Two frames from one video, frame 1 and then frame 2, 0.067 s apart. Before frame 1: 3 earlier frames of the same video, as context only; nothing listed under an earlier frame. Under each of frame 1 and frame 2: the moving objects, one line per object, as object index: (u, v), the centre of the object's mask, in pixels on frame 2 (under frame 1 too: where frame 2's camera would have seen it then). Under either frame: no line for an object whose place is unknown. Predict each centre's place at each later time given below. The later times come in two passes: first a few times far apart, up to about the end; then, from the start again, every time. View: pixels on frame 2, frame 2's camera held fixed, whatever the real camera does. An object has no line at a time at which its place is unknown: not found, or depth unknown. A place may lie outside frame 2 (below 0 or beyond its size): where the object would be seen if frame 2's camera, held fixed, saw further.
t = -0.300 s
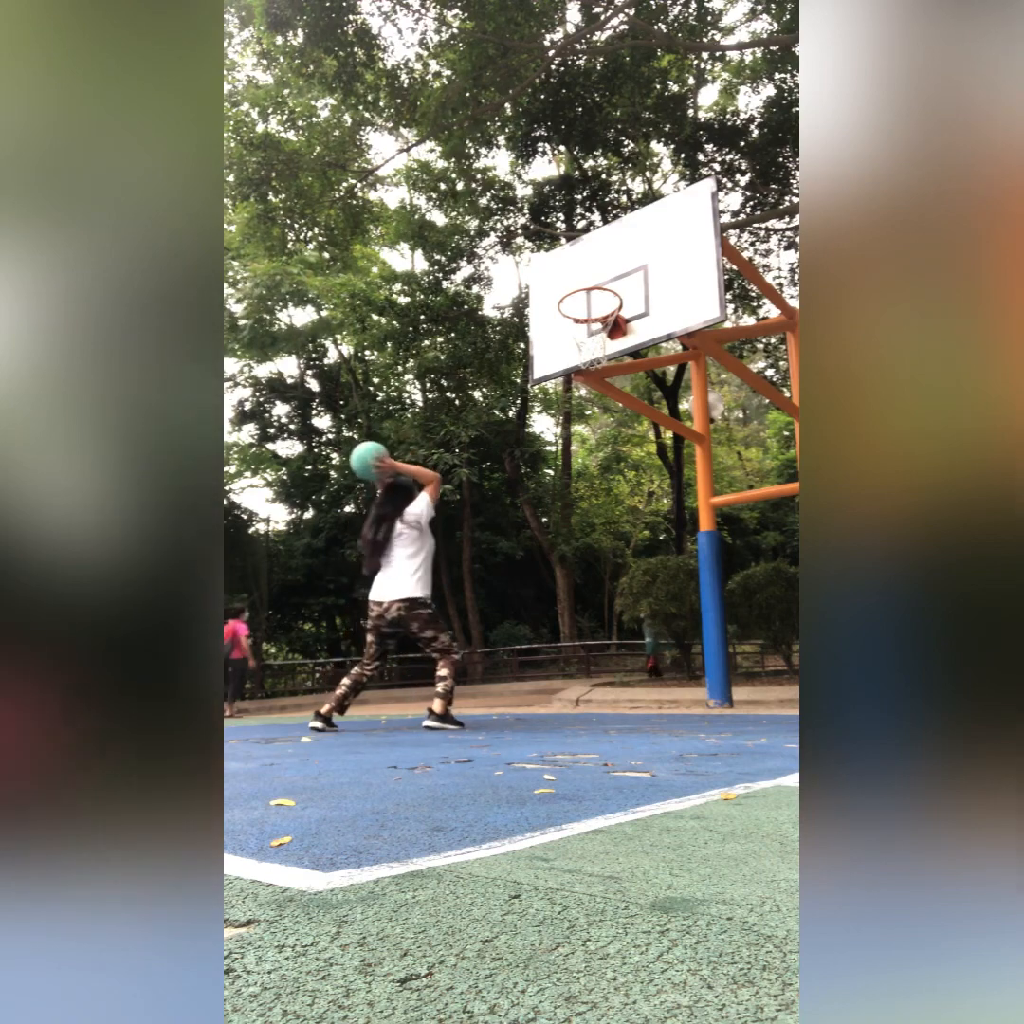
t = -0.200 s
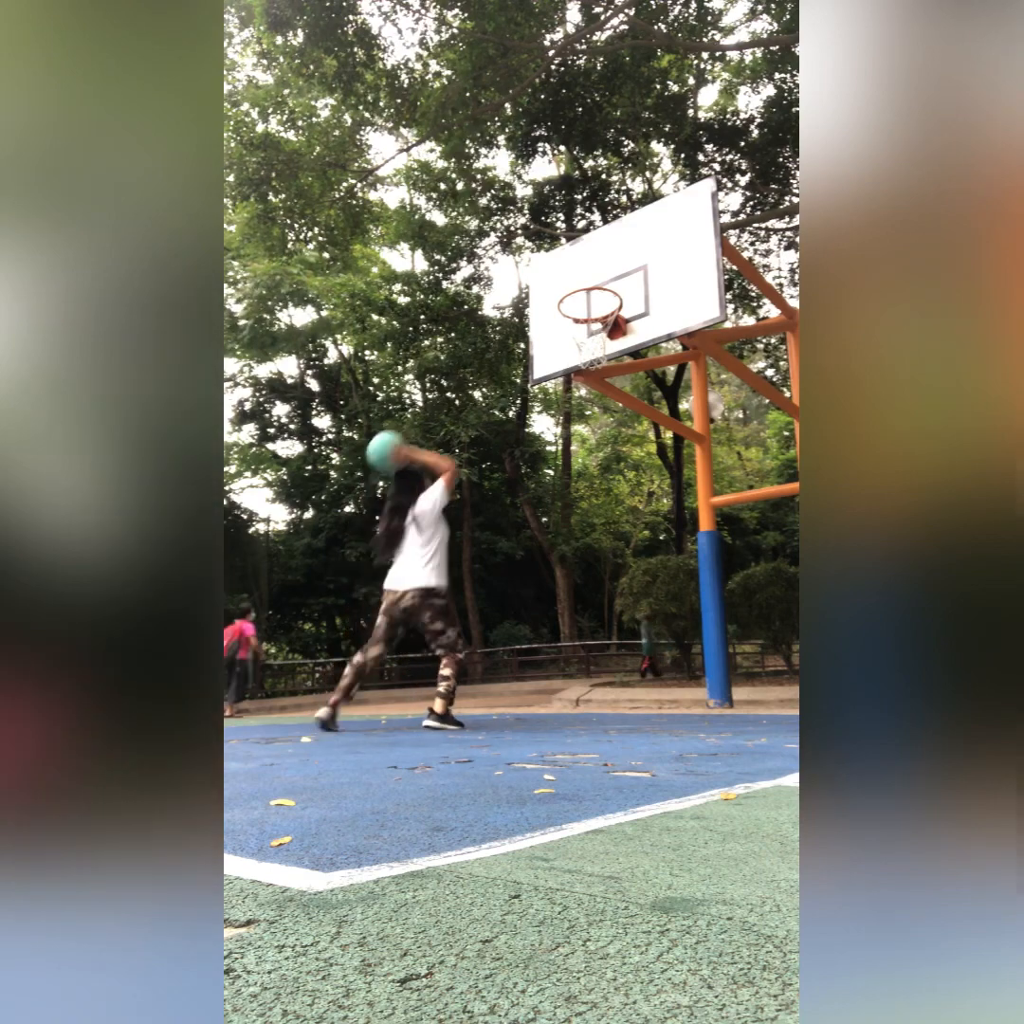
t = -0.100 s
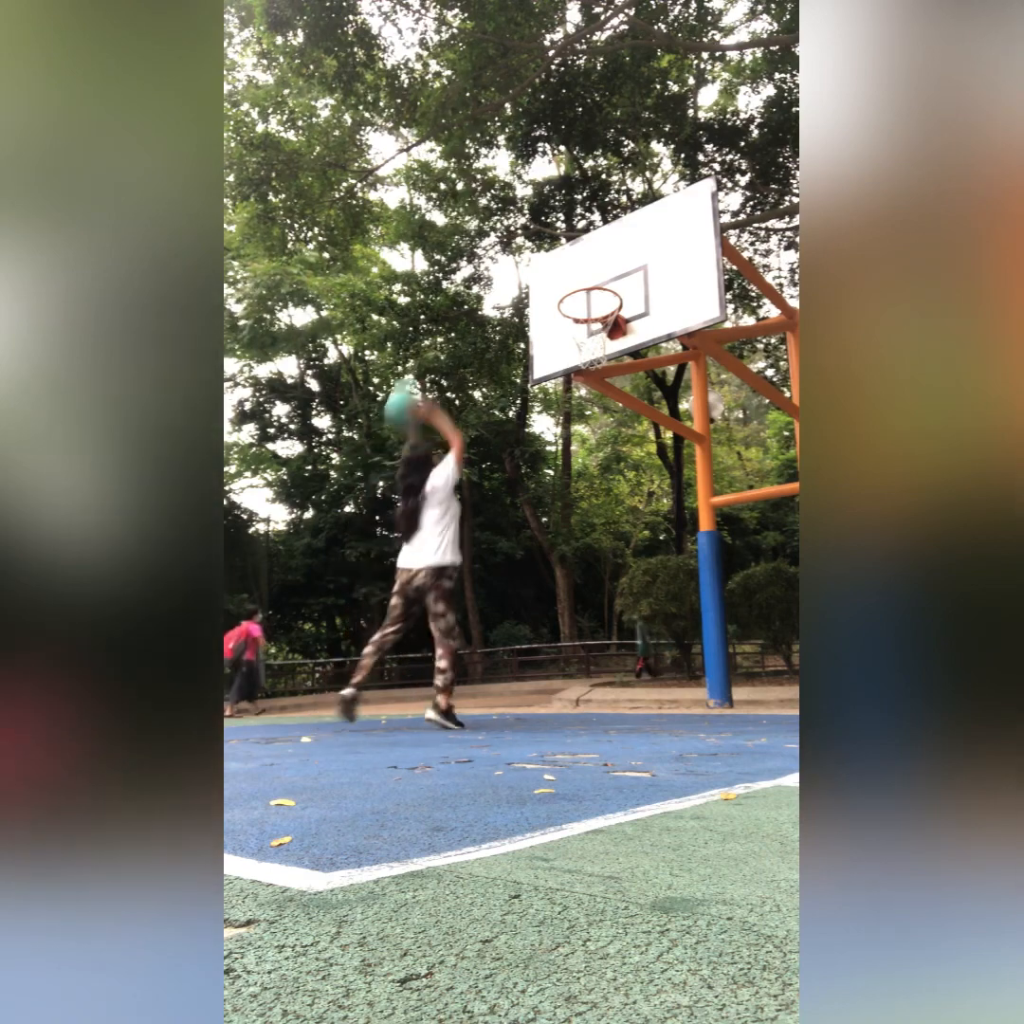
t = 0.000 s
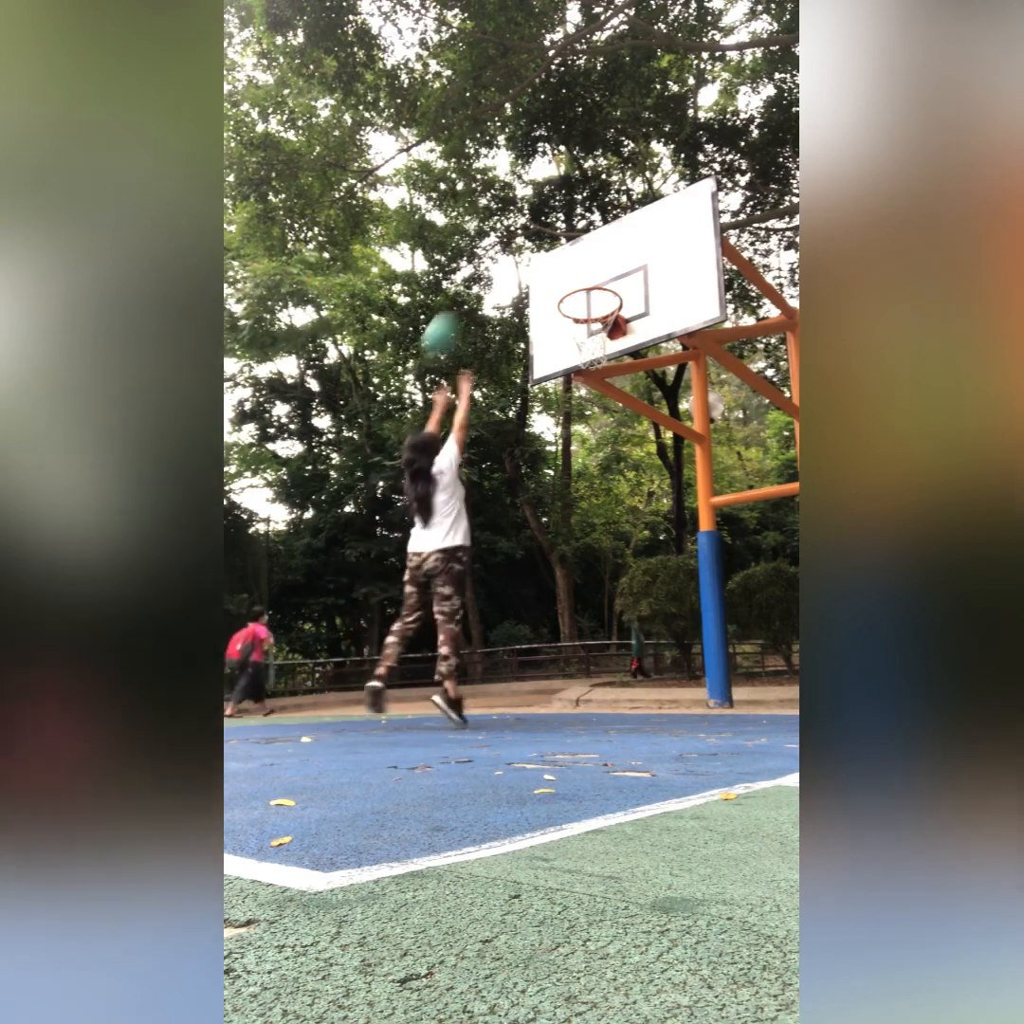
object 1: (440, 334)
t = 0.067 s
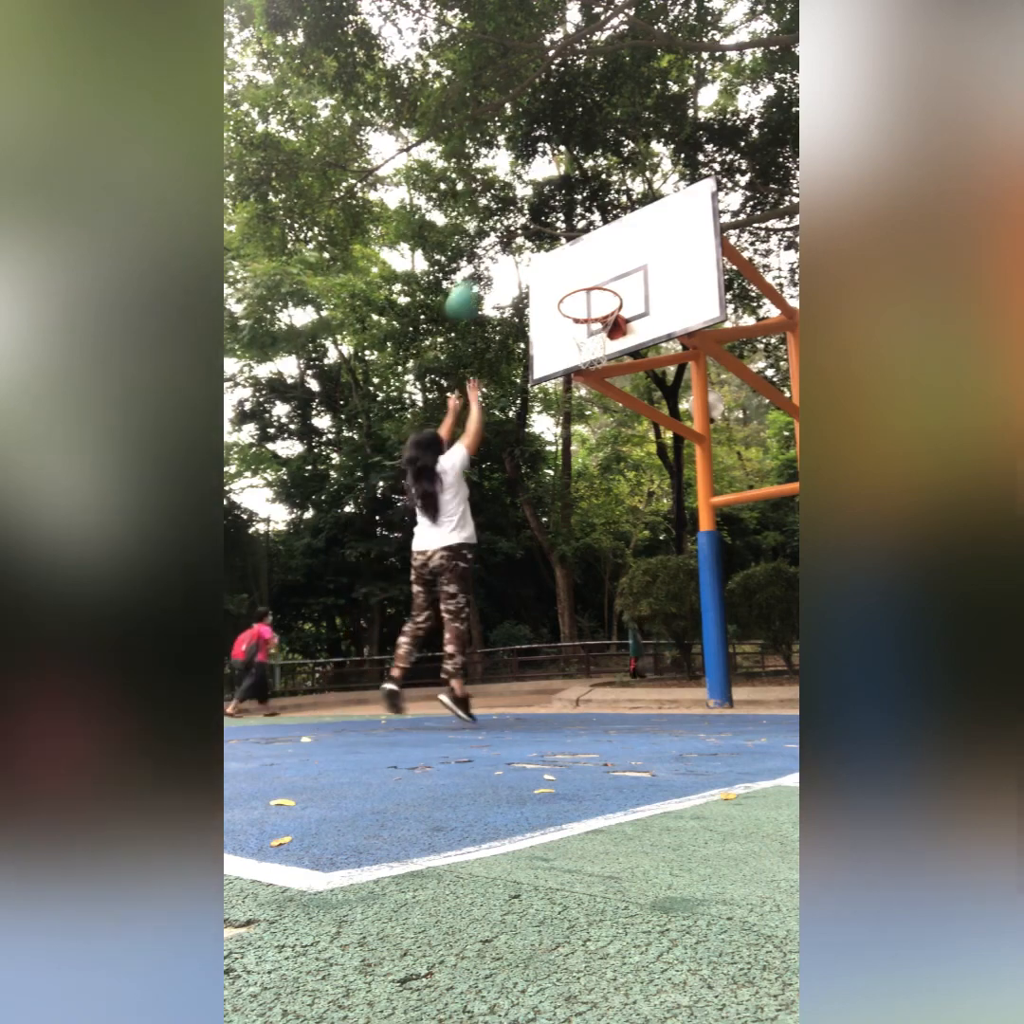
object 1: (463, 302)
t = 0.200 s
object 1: (505, 254)
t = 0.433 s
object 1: (566, 237)
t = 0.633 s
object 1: (607, 265)
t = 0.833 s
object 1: (580, 285)
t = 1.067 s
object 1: (580, 306)
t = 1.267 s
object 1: (581, 346)
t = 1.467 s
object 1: (583, 386)
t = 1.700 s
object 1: (587, 498)
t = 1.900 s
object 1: (593, 660)
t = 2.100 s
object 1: (606, 585)
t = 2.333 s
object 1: (622, 480)
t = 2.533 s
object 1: (640, 453)
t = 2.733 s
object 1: (662, 477)
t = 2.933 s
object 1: (685, 565)
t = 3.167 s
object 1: (716, 656)
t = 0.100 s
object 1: (472, 289)
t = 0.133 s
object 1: (483, 276)
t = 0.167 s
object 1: (496, 264)
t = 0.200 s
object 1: (505, 254)
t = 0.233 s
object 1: (515, 248)
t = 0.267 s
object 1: (524, 242)
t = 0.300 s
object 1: (534, 239)
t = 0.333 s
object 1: (542, 236)
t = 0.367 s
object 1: (549, 236)
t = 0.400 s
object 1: (558, 235)
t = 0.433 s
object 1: (566, 237)
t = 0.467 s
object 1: (574, 239)
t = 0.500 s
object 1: (581, 242)
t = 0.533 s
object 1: (590, 248)
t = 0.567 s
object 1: (599, 254)
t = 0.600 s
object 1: (606, 262)
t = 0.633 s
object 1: (607, 265)
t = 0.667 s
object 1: (602, 265)
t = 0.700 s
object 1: (598, 267)
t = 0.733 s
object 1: (593, 270)
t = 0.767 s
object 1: (589, 274)
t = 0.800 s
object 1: (584, 278)
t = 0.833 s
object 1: (580, 285)
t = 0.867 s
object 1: (580, 285)
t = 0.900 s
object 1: (580, 285)
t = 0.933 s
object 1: (579, 287)
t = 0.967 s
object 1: (580, 290)
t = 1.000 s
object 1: (580, 295)
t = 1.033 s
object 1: (581, 301)
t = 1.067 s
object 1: (580, 306)
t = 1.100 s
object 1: (581, 314)
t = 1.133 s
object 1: (581, 323)
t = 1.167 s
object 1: (581, 332)
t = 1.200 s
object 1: (581, 338)
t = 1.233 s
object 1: (581, 342)
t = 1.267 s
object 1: (581, 346)
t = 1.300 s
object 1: (582, 350)
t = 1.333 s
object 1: (582, 354)
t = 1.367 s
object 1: (582, 361)
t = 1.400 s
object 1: (582, 369)
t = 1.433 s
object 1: (582, 377)
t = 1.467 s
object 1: (583, 386)
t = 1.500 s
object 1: (583, 396)
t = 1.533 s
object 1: (583, 410)
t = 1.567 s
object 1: (584, 426)
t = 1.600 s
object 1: (586, 443)
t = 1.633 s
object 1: (586, 460)
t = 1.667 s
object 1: (586, 478)
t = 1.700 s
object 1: (587, 498)
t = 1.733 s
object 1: (588, 520)
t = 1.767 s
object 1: (590, 548)
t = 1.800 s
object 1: (591, 574)
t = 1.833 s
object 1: (592, 602)
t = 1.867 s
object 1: (593, 629)
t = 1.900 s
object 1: (593, 660)
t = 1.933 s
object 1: (595, 692)
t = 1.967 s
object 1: (597, 679)
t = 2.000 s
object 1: (599, 654)
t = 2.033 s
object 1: (601, 629)
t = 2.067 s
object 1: (604, 607)
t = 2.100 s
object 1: (606, 585)
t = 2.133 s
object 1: (608, 567)
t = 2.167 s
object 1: (610, 547)
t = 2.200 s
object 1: (613, 533)
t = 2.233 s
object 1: (615, 516)
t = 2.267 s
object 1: (617, 503)
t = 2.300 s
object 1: (620, 491)
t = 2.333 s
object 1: (622, 480)
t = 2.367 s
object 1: (625, 472)
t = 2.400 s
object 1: (628, 465)
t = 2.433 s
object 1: (631, 460)
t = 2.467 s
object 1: (634, 456)
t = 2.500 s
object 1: (637, 453)
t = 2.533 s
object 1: (640, 453)
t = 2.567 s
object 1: (644, 453)
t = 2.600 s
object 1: (647, 454)
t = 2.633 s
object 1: (651, 457)
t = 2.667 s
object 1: (654, 462)
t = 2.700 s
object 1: (658, 469)
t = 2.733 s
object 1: (662, 477)
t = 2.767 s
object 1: (666, 488)
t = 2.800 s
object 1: (669, 499)
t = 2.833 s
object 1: (674, 514)
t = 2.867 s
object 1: (677, 528)
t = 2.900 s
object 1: (682, 547)
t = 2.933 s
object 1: (685, 565)
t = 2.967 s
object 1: (690, 586)
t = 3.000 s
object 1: (695, 610)
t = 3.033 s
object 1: (700, 637)
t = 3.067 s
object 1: (706, 663)
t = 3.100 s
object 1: (713, 693)
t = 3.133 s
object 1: (716, 682)
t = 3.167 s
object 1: (716, 656)
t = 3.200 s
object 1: (718, 633)
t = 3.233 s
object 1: (720, 614)
